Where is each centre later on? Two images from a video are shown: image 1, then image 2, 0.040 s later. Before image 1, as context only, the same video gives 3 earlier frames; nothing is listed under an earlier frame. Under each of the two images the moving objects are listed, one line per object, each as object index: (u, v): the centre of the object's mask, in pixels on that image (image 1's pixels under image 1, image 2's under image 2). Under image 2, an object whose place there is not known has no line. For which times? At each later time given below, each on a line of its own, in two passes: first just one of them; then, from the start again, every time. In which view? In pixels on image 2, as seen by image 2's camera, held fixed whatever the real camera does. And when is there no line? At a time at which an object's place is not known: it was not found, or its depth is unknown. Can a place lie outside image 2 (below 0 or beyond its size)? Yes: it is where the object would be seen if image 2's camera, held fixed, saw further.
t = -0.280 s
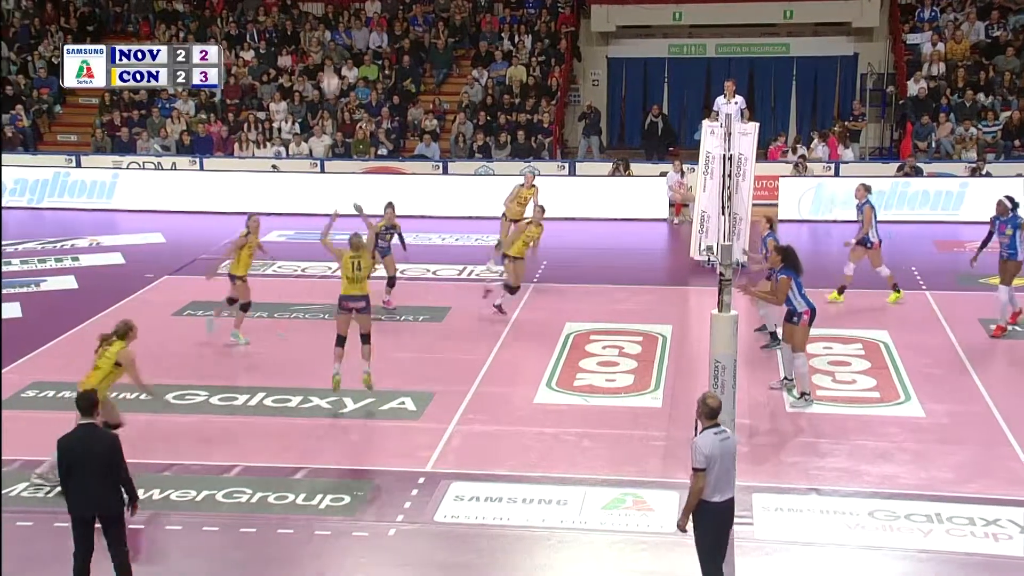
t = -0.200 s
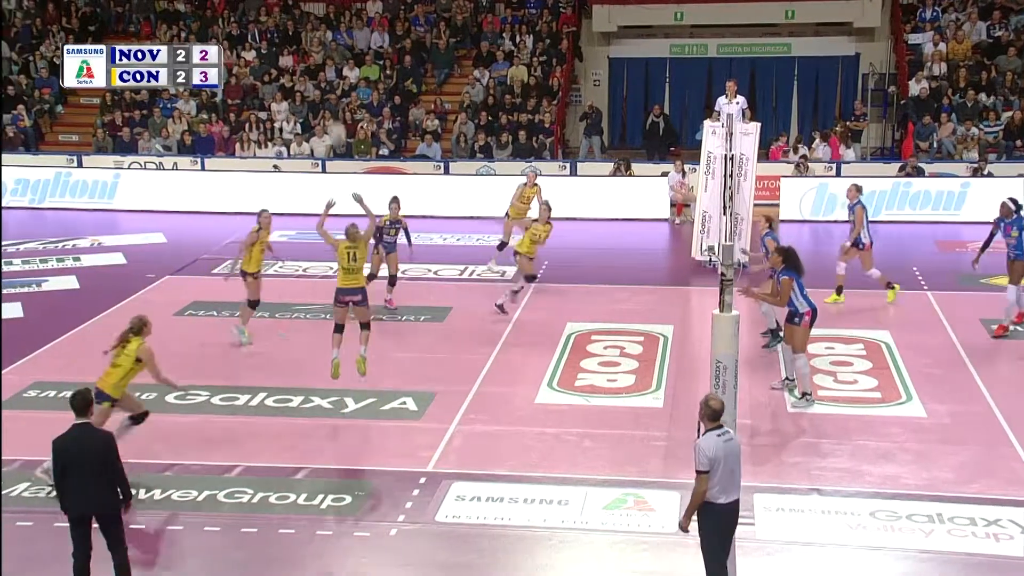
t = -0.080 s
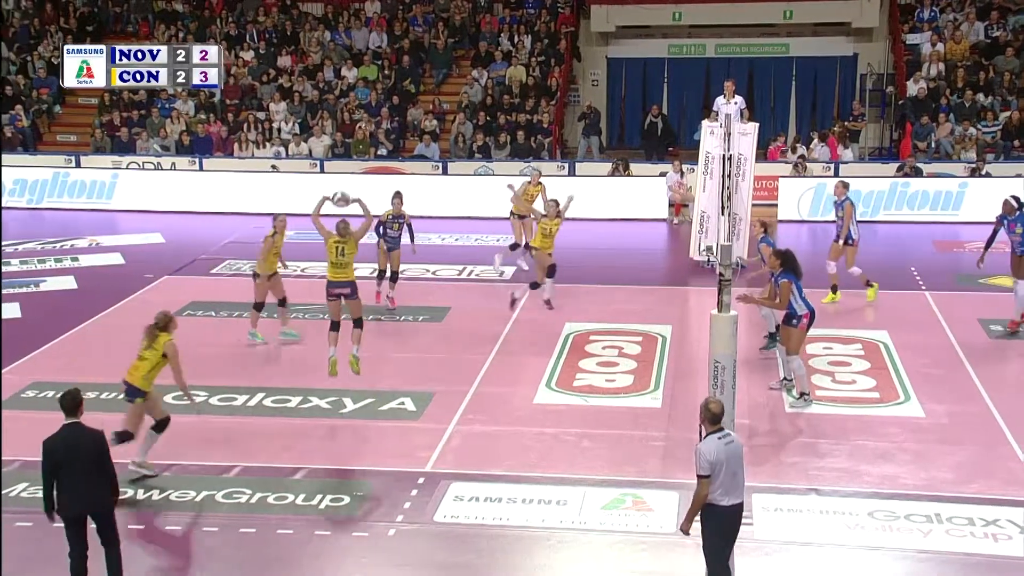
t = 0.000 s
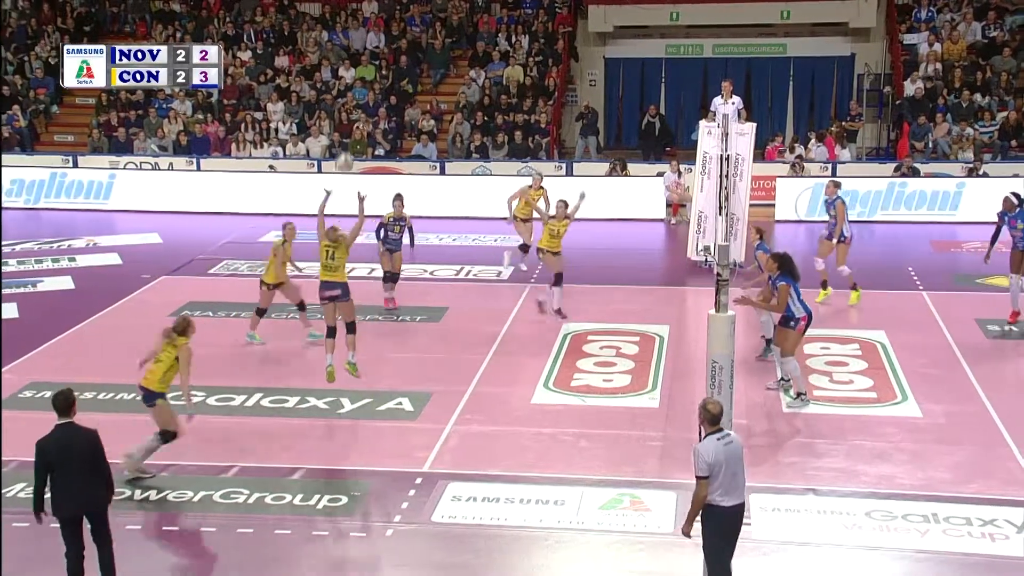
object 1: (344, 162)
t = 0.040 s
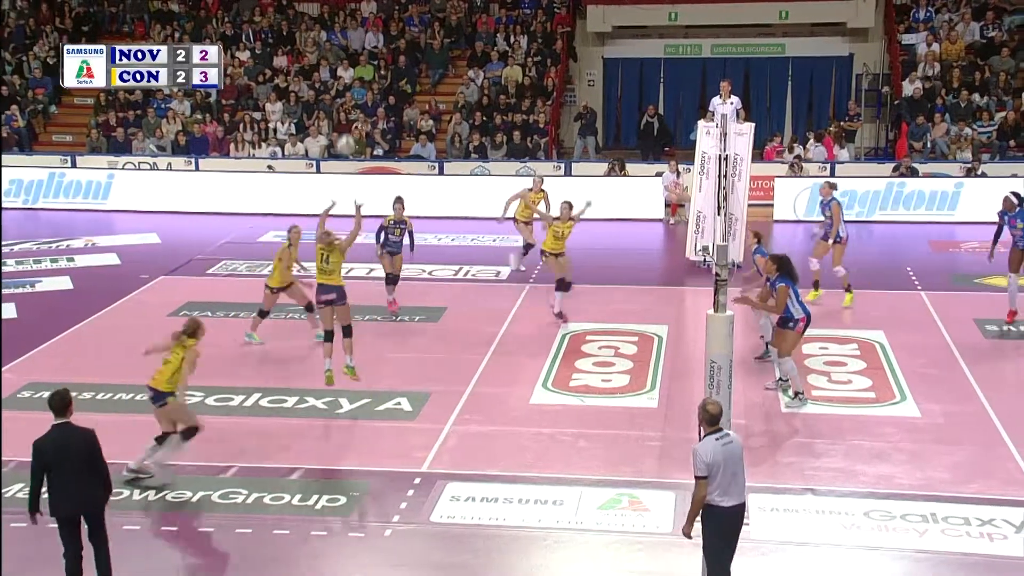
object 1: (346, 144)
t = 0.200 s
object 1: (356, 85)
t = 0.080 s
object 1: (350, 127)
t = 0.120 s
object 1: (352, 113)
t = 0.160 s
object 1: (353, 97)
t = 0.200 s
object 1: (356, 85)
